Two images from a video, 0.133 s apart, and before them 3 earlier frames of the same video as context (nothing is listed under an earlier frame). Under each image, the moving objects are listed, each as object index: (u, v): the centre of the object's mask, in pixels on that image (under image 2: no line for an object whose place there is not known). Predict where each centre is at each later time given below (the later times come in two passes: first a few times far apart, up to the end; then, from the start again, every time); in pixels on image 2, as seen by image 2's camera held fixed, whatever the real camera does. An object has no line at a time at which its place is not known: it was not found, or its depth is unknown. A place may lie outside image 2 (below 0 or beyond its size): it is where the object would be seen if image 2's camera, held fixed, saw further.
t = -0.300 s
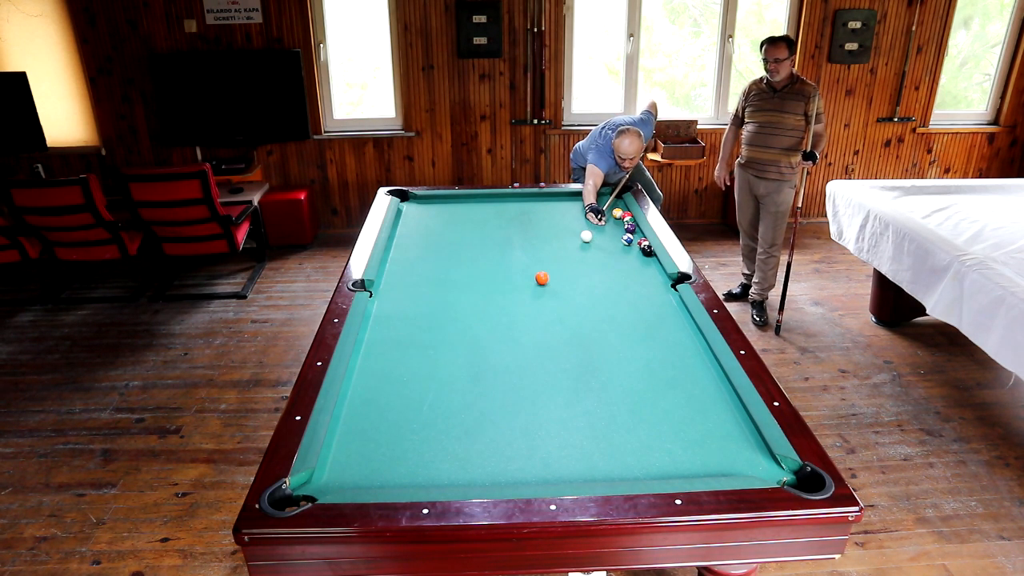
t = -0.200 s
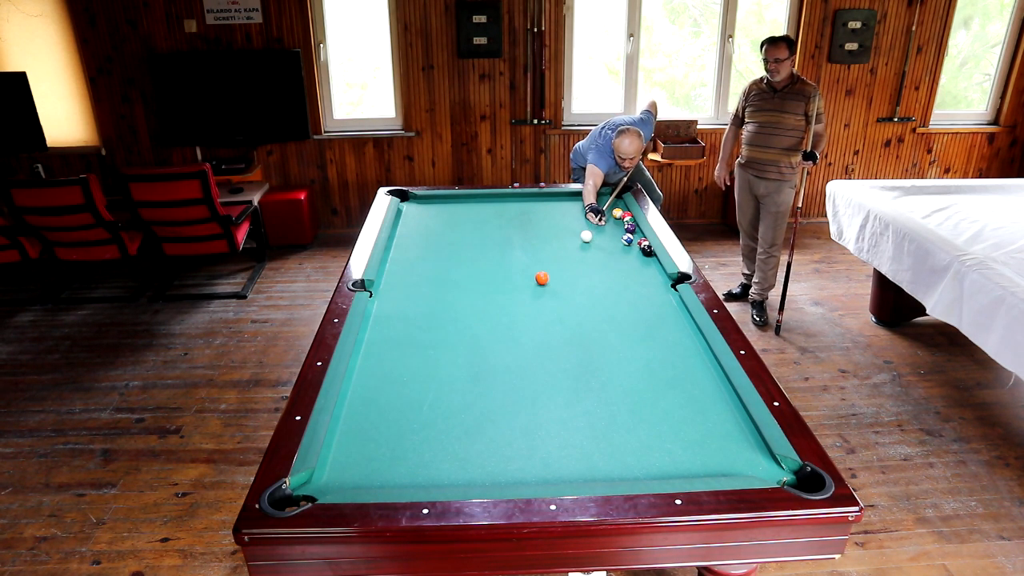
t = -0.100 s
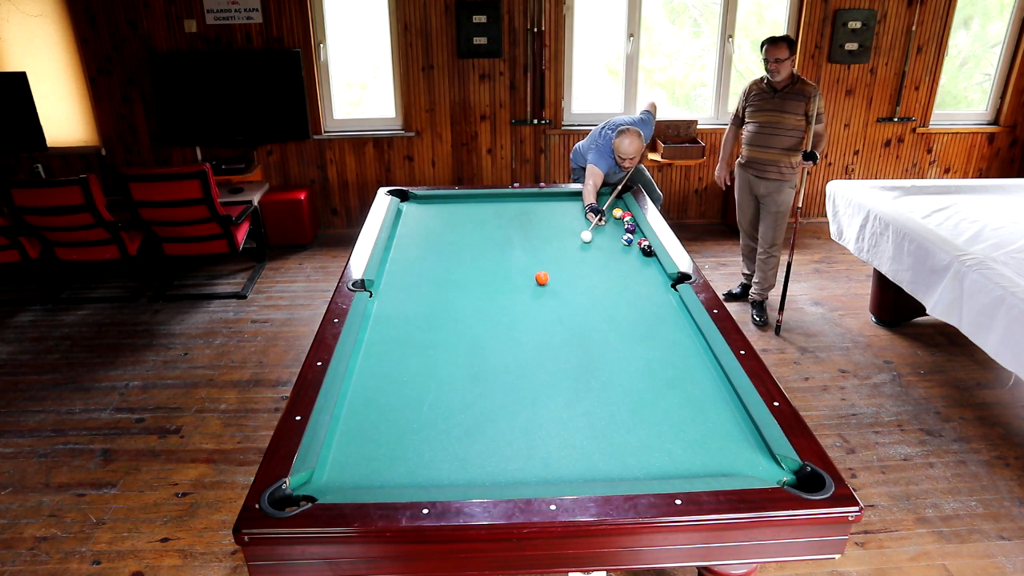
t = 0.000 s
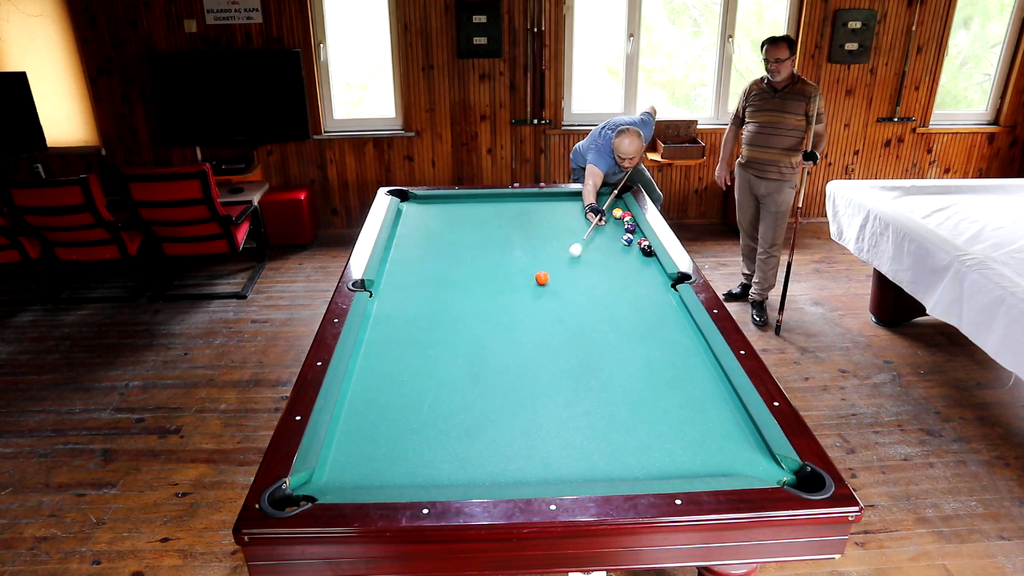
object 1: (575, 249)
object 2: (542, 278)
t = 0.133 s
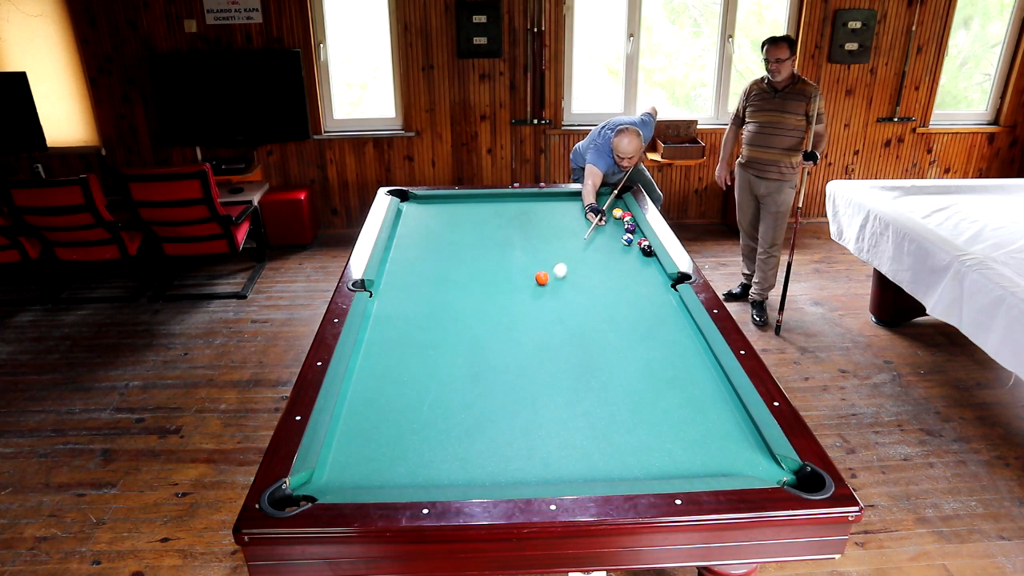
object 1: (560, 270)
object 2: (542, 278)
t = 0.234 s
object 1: (556, 287)
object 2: (533, 278)
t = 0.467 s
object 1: (556, 332)
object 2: (505, 280)
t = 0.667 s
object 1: (555, 382)
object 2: (483, 281)
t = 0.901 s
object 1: (554, 458)
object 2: (456, 283)
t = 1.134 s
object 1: (545, 444)
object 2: (431, 284)
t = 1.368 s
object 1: (535, 402)
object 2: (406, 286)
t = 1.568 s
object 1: (527, 372)
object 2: (386, 287)
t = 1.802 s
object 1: (520, 341)
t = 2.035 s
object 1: (514, 316)
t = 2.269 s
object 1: (509, 294)
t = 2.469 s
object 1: (505, 277)
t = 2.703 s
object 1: (501, 260)
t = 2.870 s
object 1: (498, 249)
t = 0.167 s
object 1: (556, 275)
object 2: (541, 278)
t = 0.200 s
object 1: (556, 281)
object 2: (538, 278)
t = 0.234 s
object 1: (556, 287)
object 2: (533, 278)
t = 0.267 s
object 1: (556, 292)
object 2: (529, 279)
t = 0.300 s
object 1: (556, 298)
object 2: (525, 279)
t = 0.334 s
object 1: (556, 305)
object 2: (521, 279)
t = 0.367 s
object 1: (556, 311)
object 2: (517, 279)
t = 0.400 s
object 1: (556, 318)
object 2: (513, 279)
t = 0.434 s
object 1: (556, 325)
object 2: (509, 279)
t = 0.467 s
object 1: (556, 332)
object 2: (505, 280)
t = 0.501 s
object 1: (556, 340)
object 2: (502, 280)
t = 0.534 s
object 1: (556, 348)
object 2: (498, 280)
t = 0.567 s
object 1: (556, 355)
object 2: (494, 281)
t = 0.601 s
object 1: (556, 364)
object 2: (490, 281)
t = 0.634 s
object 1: (555, 373)
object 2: (486, 281)
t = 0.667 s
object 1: (555, 382)
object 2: (483, 281)
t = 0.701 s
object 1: (555, 391)
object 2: (479, 282)
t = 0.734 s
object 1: (555, 402)
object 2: (475, 282)
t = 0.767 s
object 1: (555, 411)
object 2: (471, 282)
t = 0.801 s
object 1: (555, 422)
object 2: (468, 282)
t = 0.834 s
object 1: (555, 433)
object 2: (464, 282)
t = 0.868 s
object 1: (554, 445)
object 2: (460, 282)
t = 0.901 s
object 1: (554, 458)
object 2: (456, 283)
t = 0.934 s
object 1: (554, 470)
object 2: (453, 283)
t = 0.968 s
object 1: (553, 476)
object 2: (449, 283)
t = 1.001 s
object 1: (551, 471)
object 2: (445, 283)
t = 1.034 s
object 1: (549, 464)
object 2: (442, 284)
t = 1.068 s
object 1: (548, 457)
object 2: (438, 284)
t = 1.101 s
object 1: (546, 450)
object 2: (435, 284)
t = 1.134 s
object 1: (545, 444)
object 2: (431, 284)
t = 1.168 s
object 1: (543, 437)
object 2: (427, 285)
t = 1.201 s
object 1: (542, 431)
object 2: (424, 285)
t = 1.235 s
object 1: (540, 425)
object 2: (420, 285)
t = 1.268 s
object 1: (539, 419)
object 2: (417, 285)
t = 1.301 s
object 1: (537, 413)
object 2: (413, 285)
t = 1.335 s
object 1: (536, 407)
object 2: (410, 286)
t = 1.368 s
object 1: (535, 402)
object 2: (406, 286)
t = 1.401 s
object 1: (533, 396)
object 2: (403, 286)
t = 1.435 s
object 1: (532, 391)
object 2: (399, 286)
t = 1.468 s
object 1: (531, 386)
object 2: (396, 286)
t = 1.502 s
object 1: (530, 381)
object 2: (392, 286)
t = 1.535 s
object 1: (529, 376)
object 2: (389, 287)
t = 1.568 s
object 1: (527, 372)
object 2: (386, 287)
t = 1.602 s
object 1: (526, 367)
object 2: (382, 287)
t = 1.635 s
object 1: (525, 362)
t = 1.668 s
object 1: (524, 358)
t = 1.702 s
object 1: (523, 354)
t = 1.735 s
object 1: (522, 349)
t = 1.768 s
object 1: (521, 346)
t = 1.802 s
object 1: (520, 341)
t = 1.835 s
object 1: (519, 338)
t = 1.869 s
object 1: (518, 334)
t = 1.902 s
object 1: (518, 330)
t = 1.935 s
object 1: (517, 326)
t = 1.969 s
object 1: (516, 323)
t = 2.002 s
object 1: (515, 319)
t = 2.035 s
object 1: (514, 316)
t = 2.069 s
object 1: (514, 312)
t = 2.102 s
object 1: (513, 309)
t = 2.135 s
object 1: (512, 306)
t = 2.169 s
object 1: (511, 303)
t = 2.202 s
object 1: (510, 300)
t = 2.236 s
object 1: (510, 297)
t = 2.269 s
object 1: (509, 294)
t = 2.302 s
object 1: (508, 291)
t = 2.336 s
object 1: (507, 288)
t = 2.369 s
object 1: (507, 285)
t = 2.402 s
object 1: (506, 283)
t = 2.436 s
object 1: (506, 280)
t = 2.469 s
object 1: (505, 277)
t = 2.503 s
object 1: (504, 275)
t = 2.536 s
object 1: (504, 272)
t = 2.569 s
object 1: (503, 270)
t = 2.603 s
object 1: (502, 267)
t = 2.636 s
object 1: (502, 265)
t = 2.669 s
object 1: (501, 262)
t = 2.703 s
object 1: (501, 260)
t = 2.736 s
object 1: (500, 258)
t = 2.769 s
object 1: (499, 255)
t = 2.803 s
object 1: (499, 253)
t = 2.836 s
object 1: (498, 251)
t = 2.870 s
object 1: (498, 249)
